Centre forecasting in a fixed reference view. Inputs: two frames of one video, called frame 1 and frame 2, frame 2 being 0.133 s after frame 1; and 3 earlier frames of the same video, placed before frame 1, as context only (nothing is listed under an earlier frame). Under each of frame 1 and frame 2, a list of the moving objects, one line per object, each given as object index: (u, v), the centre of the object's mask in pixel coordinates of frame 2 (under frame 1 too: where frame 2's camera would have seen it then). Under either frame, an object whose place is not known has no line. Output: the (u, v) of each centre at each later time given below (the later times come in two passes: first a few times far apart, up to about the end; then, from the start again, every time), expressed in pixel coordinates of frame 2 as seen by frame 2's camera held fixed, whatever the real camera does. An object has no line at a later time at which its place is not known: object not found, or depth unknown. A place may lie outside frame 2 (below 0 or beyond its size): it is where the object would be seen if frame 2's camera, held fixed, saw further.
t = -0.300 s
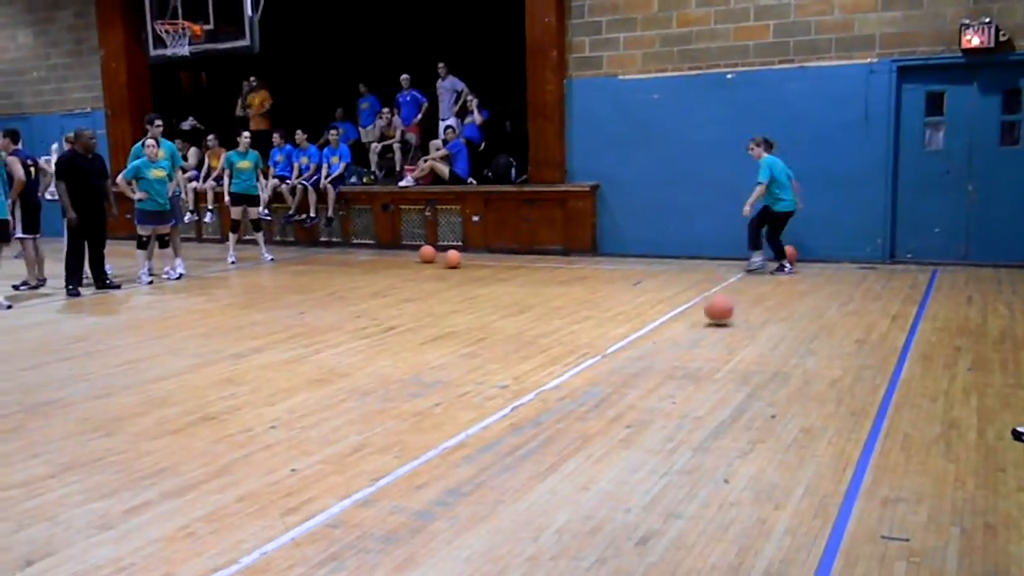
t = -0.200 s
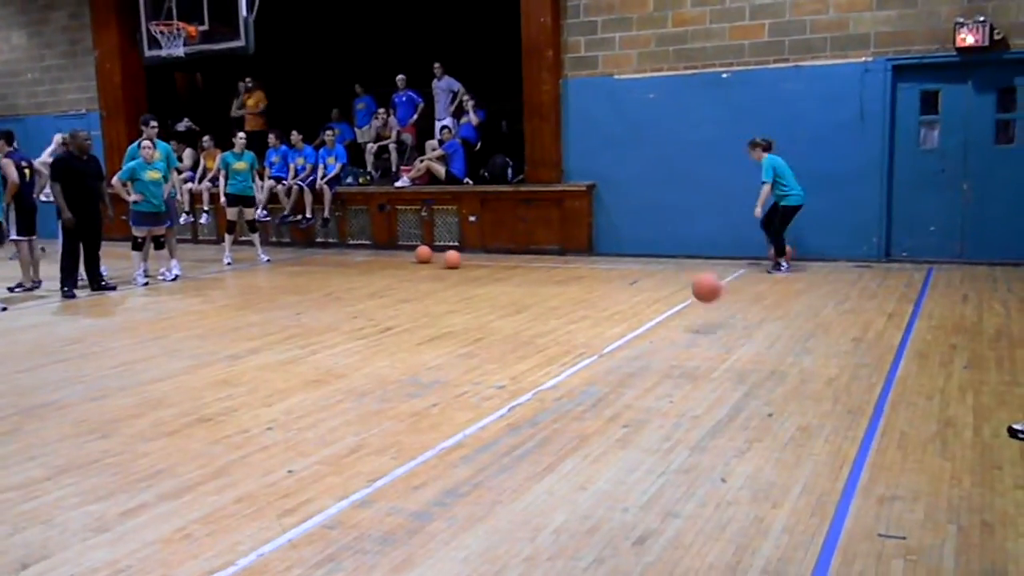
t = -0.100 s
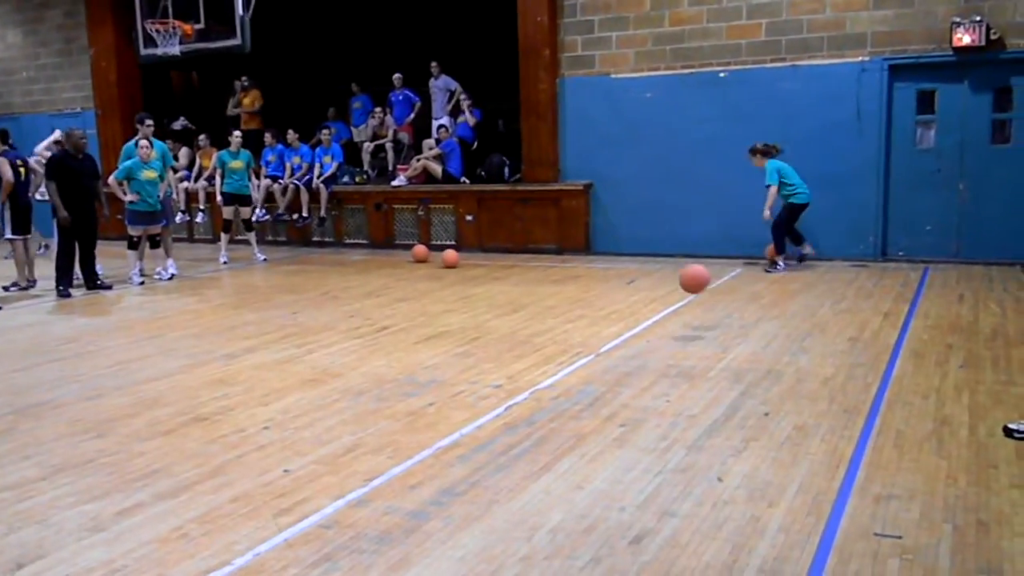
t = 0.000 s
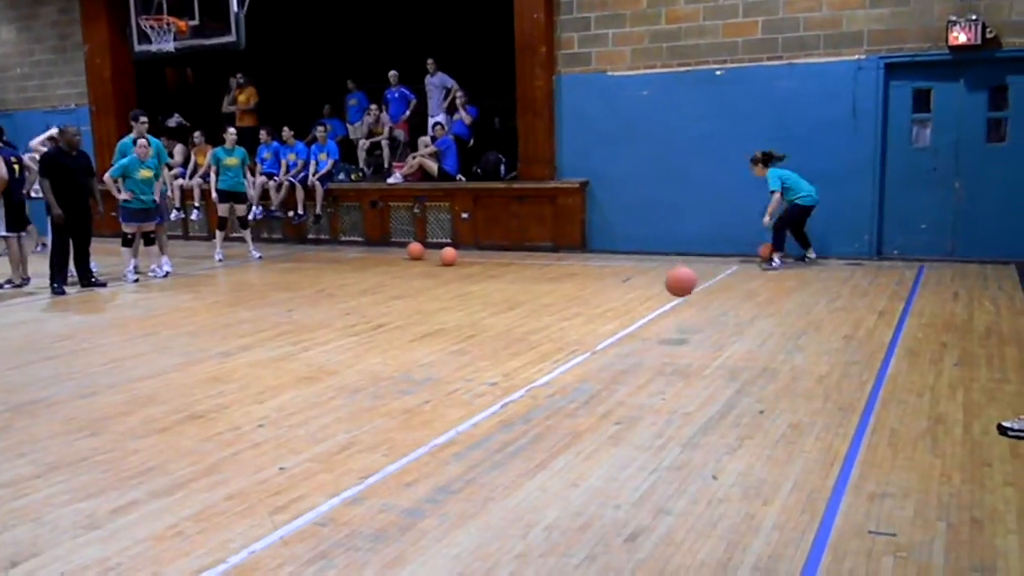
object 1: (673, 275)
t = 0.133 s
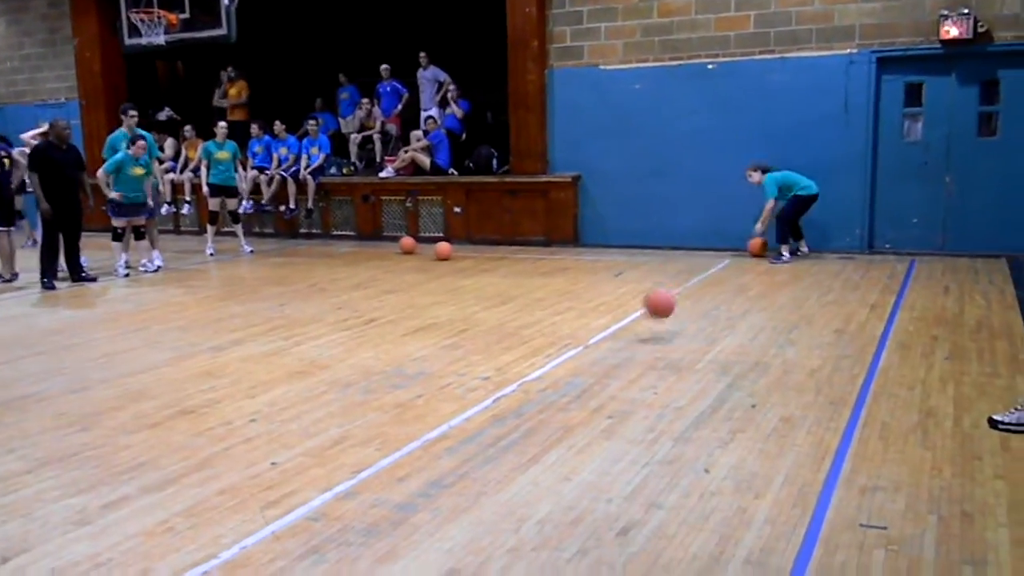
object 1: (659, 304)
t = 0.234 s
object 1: (648, 326)
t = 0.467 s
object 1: (619, 313)
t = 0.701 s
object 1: (587, 345)
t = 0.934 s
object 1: (551, 358)
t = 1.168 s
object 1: (507, 375)
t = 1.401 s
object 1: (460, 399)
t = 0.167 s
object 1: (656, 315)
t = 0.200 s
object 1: (652, 327)
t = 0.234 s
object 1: (648, 326)
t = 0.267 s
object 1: (644, 318)
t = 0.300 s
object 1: (640, 313)
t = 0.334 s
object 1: (636, 309)
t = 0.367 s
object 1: (631, 308)
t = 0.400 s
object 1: (628, 308)
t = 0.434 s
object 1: (623, 309)
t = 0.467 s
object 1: (619, 313)
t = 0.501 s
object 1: (615, 317)
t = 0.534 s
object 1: (610, 323)
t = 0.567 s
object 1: (606, 331)
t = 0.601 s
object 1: (601, 341)
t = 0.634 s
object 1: (597, 353)
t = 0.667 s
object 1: (592, 349)
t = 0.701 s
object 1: (587, 345)
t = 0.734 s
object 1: (581, 342)
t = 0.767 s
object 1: (576, 341)
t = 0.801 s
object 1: (572, 340)
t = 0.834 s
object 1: (566, 342)
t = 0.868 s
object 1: (561, 346)
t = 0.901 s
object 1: (556, 352)
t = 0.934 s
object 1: (551, 358)
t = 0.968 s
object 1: (545, 369)
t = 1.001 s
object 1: (539, 379)
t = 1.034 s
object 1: (533, 375)
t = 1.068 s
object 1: (527, 373)
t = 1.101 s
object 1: (520, 372)
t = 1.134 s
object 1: (514, 372)
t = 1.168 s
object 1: (507, 375)
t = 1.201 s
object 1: (501, 379)
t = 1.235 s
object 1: (494, 387)
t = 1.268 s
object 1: (488, 396)
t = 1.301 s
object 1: (481, 404)
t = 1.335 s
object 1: (474, 401)
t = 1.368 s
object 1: (467, 399)
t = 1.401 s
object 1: (460, 399)
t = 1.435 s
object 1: (452, 401)
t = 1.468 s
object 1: (445, 406)
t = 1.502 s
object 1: (437, 413)
